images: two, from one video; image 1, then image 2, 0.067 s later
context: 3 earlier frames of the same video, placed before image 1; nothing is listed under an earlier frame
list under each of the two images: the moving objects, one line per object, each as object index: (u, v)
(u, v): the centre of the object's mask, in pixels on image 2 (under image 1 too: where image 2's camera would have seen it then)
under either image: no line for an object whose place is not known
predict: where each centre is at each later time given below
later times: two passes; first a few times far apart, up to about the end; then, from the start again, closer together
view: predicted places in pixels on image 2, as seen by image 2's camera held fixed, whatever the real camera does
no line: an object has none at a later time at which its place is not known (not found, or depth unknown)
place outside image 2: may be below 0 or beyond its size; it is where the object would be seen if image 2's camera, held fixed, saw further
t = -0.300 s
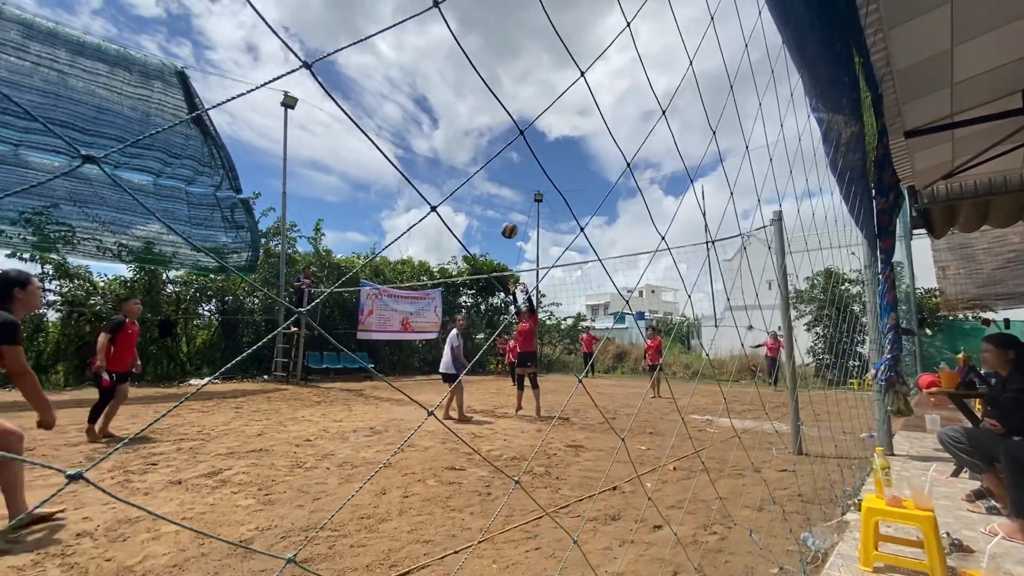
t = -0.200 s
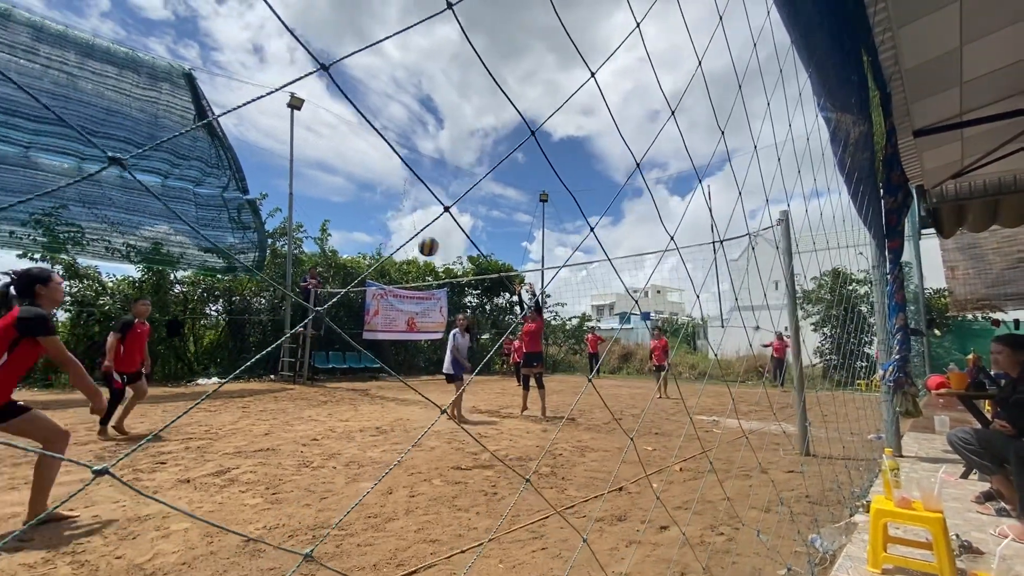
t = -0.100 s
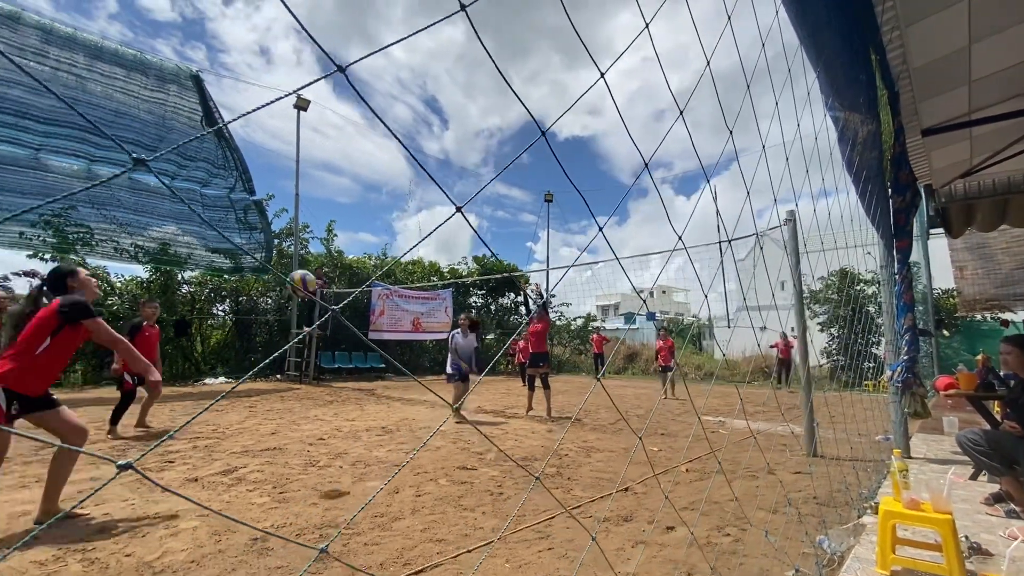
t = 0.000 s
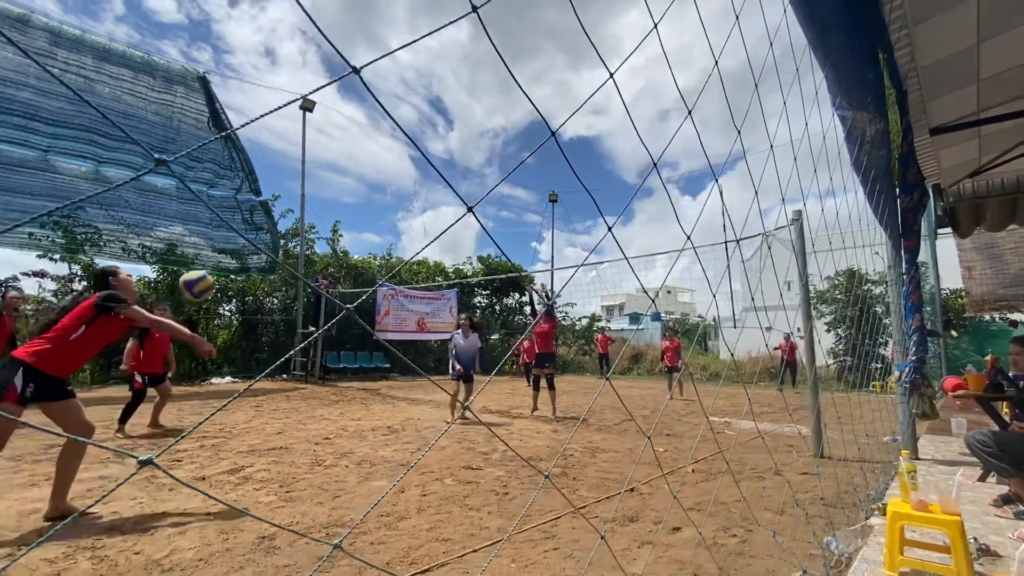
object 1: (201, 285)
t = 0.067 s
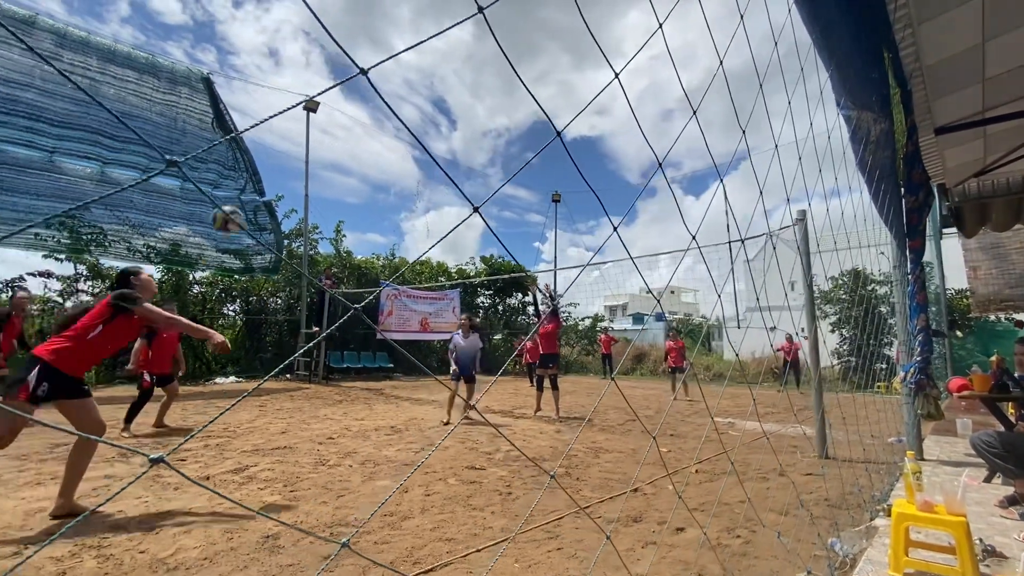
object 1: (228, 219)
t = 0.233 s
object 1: (276, 109)
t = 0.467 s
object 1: (317, 38)
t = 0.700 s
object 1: (344, 27)
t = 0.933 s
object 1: (361, 58)
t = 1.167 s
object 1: (370, 118)
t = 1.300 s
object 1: (374, 164)
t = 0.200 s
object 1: (268, 126)
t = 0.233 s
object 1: (276, 109)
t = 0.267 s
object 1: (283, 93)
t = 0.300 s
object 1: (290, 81)
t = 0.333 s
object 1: (297, 69)
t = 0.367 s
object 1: (303, 59)
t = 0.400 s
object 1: (308, 51)
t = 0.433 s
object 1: (314, 44)
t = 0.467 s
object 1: (317, 38)
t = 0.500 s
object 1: (323, 33)
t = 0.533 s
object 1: (327, 29)
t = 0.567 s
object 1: (331, 27)
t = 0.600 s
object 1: (334, 26)
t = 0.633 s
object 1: (338, 25)
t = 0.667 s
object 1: (341, 26)
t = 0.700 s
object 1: (344, 27)
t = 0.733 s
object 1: (347, 29)
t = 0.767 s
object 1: (350, 32)
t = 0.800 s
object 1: (352, 36)
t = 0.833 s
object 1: (355, 40)
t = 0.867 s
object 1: (356, 45)
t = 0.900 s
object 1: (358, 51)
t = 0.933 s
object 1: (361, 58)
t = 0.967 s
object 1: (362, 65)
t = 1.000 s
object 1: (363, 72)
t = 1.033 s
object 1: (365, 81)
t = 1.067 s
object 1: (366, 89)
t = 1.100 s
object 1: (367, 98)
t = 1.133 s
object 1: (369, 109)
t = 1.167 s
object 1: (370, 118)
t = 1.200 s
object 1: (371, 129)
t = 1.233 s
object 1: (372, 140)
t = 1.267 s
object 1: (373, 152)
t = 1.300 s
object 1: (374, 164)
